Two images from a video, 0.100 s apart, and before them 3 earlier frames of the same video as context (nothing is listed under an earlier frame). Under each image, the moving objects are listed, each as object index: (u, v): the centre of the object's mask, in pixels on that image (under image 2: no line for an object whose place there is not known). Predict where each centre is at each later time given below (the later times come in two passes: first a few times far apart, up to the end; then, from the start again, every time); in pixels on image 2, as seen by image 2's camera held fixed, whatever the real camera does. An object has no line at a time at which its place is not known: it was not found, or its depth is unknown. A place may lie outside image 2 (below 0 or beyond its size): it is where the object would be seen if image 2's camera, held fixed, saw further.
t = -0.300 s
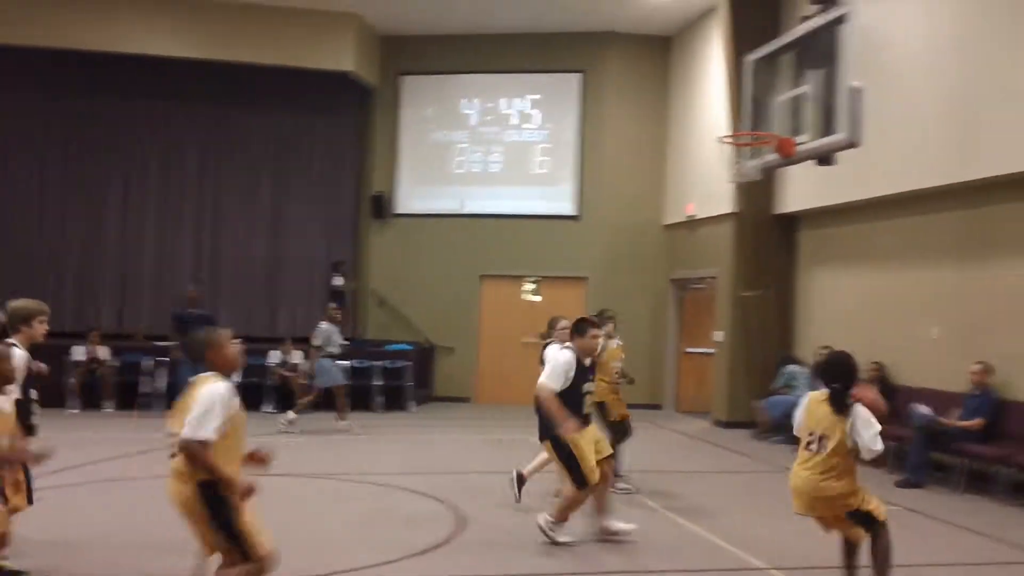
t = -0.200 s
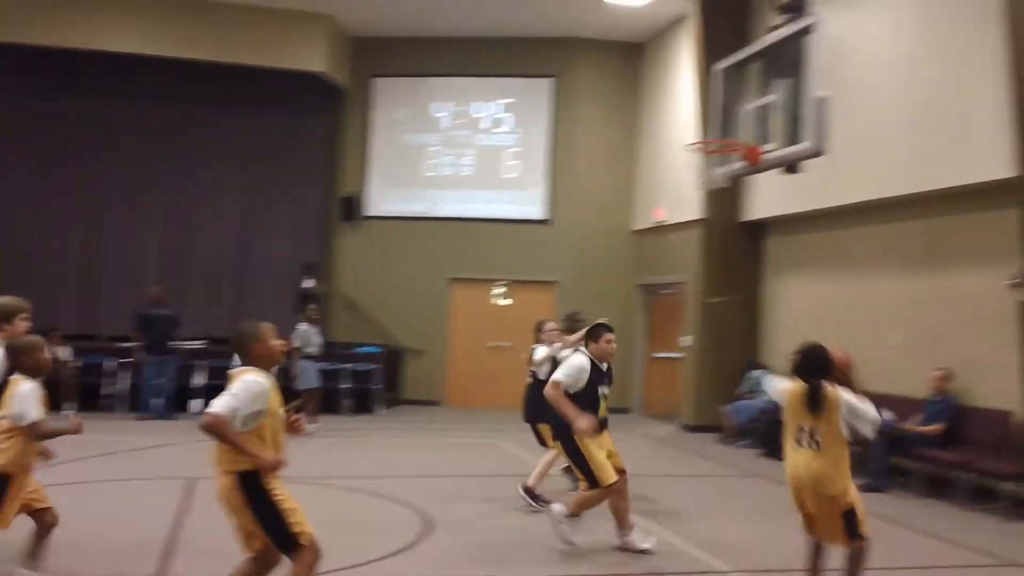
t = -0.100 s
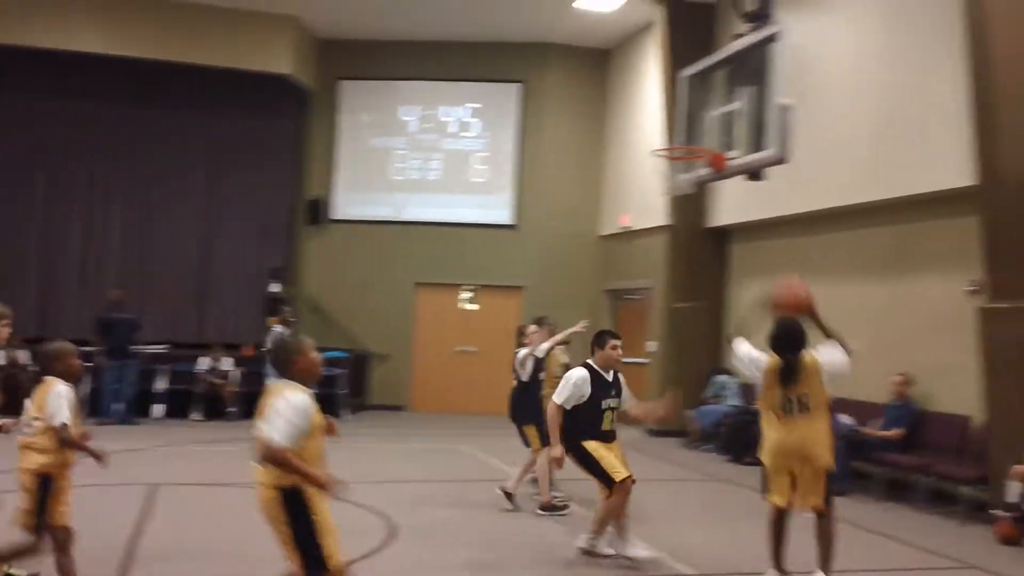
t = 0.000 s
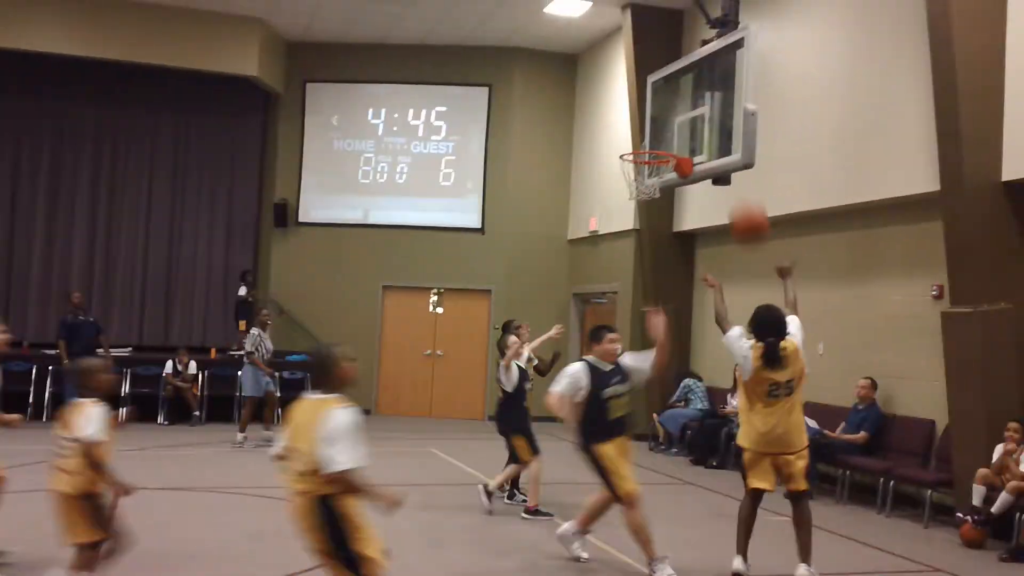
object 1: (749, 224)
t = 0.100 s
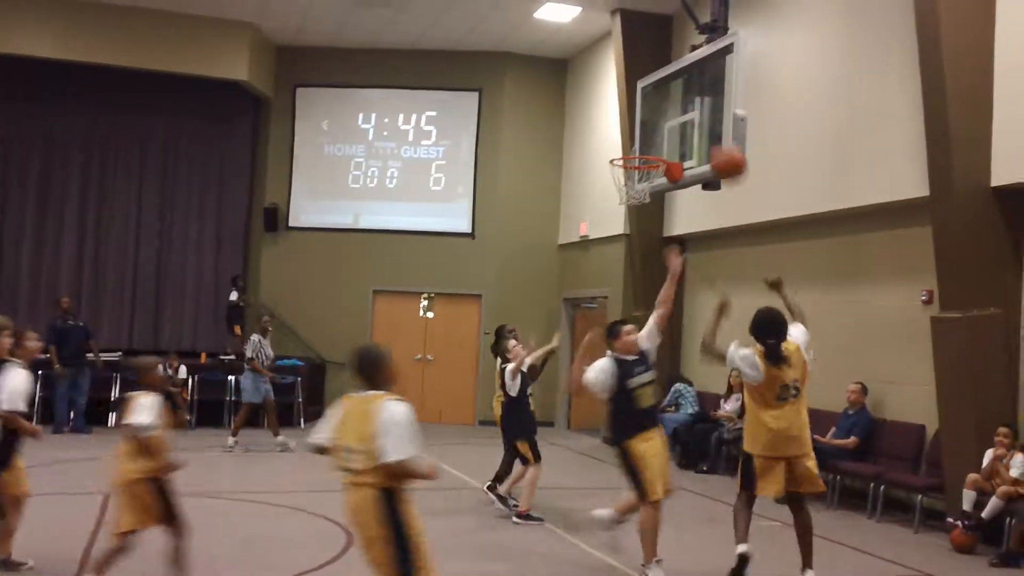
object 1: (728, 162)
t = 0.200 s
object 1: (718, 118)
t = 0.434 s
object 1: (697, 78)
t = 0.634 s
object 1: (678, 99)
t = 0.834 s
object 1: (658, 141)
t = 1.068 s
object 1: (633, 121)
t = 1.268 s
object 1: (609, 150)
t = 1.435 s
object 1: (591, 208)
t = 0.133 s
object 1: (725, 146)
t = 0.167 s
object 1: (721, 132)
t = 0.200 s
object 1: (718, 118)
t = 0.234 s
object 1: (715, 107)
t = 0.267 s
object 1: (712, 98)
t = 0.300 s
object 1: (709, 91)
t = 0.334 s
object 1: (706, 85)
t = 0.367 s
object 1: (703, 82)
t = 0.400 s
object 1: (700, 79)
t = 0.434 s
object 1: (697, 78)
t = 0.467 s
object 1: (693, 78)
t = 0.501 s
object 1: (691, 80)
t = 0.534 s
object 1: (688, 83)
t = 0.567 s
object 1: (685, 87)
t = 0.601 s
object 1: (681, 93)
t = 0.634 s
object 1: (678, 99)
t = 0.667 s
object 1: (674, 107)
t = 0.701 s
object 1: (671, 116)
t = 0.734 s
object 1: (668, 126)
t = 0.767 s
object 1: (665, 137)
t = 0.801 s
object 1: (662, 146)
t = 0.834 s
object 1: (658, 141)
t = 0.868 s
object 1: (655, 136)
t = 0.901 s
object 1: (651, 130)
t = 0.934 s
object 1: (648, 126)
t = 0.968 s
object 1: (643, 123)
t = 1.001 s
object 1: (640, 121)
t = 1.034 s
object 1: (637, 121)
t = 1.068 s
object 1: (633, 121)
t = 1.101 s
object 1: (631, 123)
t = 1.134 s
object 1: (626, 127)
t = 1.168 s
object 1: (622, 131)
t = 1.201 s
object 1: (619, 136)
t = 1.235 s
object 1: (613, 143)
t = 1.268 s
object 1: (609, 150)
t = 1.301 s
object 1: (604, 159)
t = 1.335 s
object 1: (601, 170)
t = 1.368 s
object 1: (599, 182)
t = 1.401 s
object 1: (594, 195)
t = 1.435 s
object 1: (591, 208)
